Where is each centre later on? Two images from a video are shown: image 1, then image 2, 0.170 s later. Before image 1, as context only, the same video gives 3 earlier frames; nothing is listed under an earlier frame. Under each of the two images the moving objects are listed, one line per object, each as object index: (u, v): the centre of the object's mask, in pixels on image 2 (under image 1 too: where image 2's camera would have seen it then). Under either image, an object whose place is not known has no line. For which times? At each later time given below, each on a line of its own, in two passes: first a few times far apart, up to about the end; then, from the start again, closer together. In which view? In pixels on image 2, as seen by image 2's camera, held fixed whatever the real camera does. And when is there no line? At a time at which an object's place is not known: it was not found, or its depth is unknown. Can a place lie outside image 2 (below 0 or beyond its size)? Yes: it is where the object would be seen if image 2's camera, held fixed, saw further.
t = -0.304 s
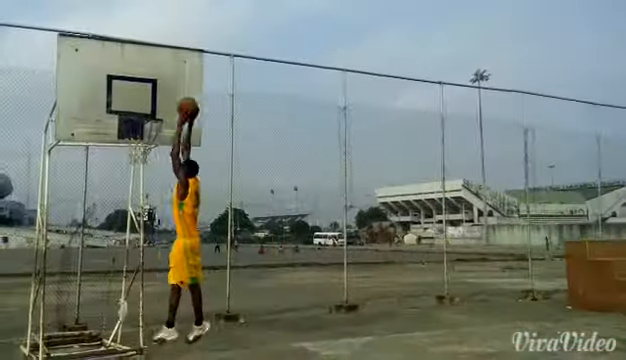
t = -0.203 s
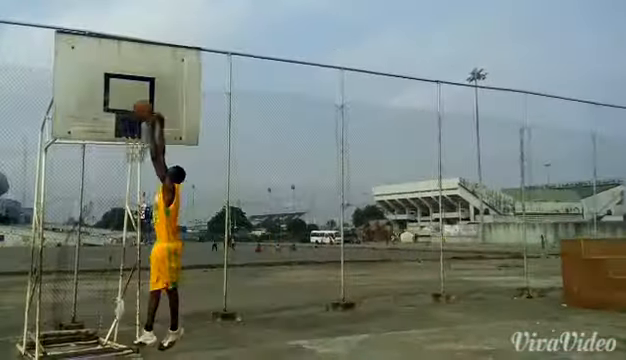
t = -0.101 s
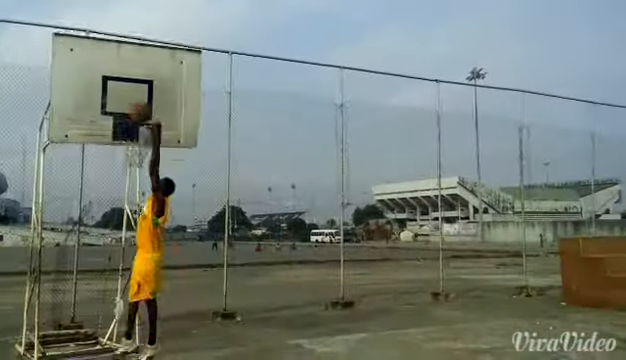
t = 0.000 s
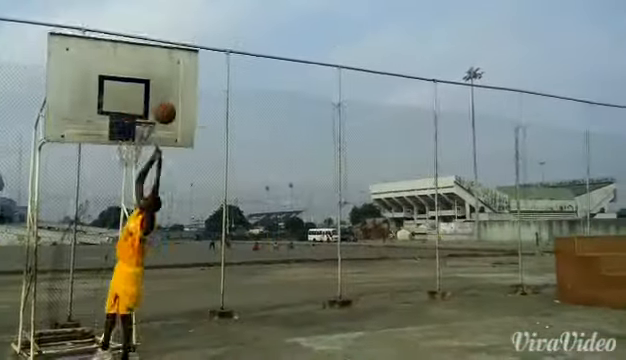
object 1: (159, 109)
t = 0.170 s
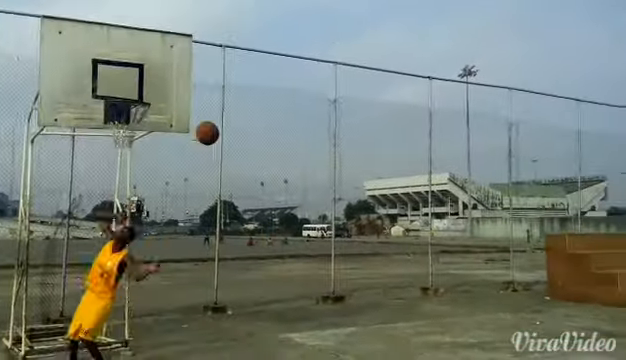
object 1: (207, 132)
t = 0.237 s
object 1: (226, 152)
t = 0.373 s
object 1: (270, 206)
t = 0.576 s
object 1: (343, 345)
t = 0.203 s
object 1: (216, 142)
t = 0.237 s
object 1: (226, 152)
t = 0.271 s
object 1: (238, 163)
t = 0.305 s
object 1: (248, 176)
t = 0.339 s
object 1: (258, 190)
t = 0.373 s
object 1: (270, 206)
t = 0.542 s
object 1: (329, 314)
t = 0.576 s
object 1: (343, 345)
